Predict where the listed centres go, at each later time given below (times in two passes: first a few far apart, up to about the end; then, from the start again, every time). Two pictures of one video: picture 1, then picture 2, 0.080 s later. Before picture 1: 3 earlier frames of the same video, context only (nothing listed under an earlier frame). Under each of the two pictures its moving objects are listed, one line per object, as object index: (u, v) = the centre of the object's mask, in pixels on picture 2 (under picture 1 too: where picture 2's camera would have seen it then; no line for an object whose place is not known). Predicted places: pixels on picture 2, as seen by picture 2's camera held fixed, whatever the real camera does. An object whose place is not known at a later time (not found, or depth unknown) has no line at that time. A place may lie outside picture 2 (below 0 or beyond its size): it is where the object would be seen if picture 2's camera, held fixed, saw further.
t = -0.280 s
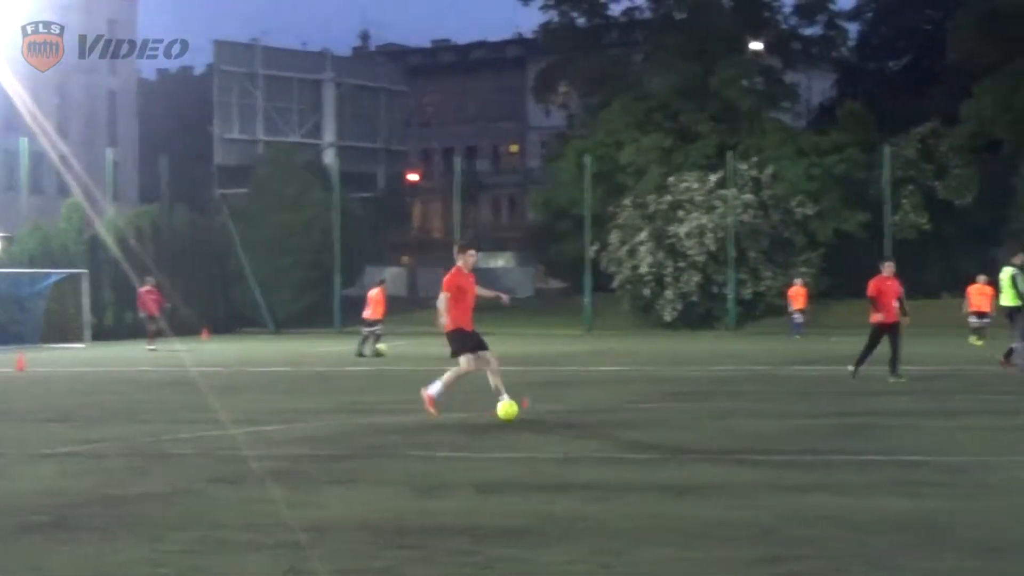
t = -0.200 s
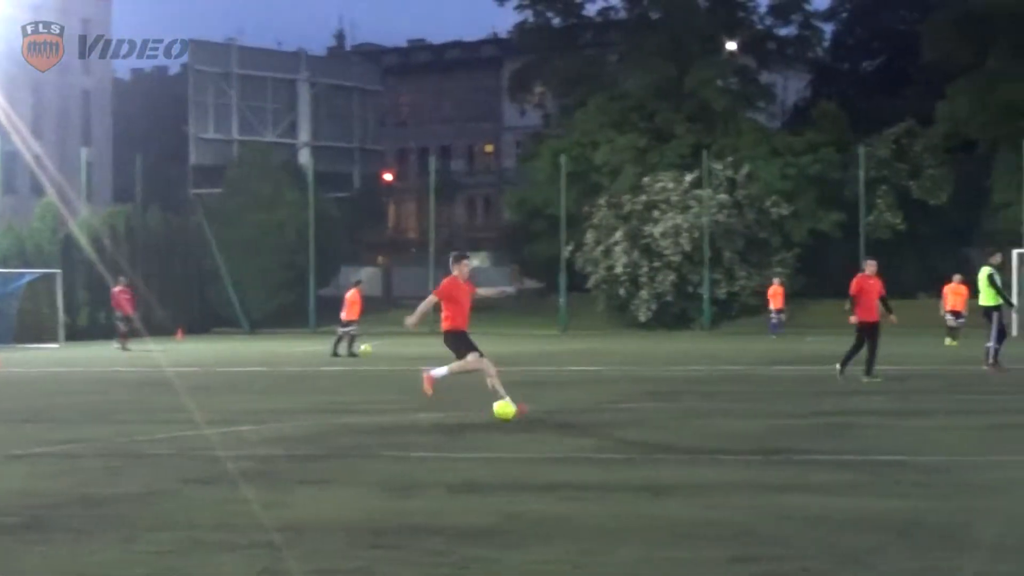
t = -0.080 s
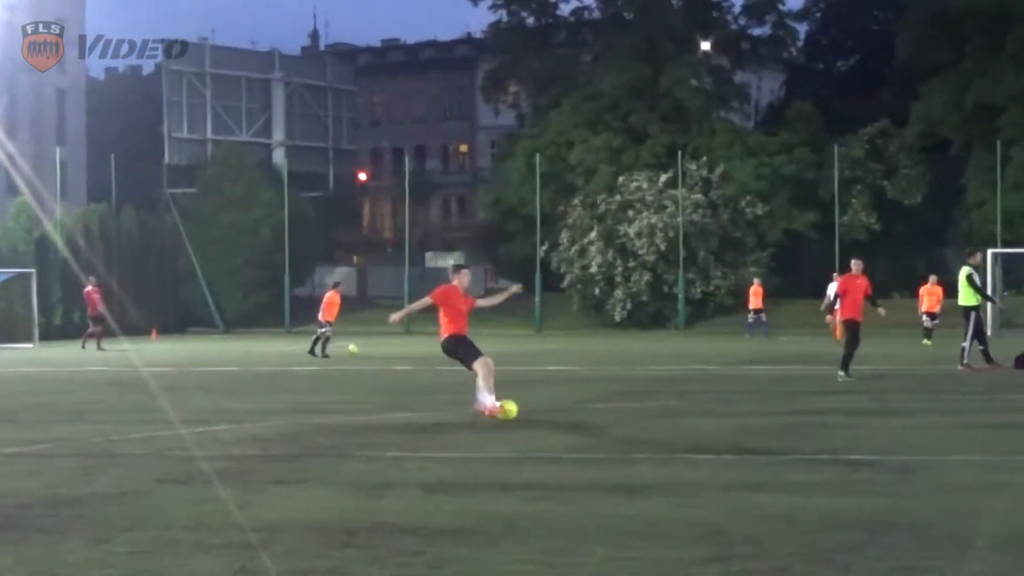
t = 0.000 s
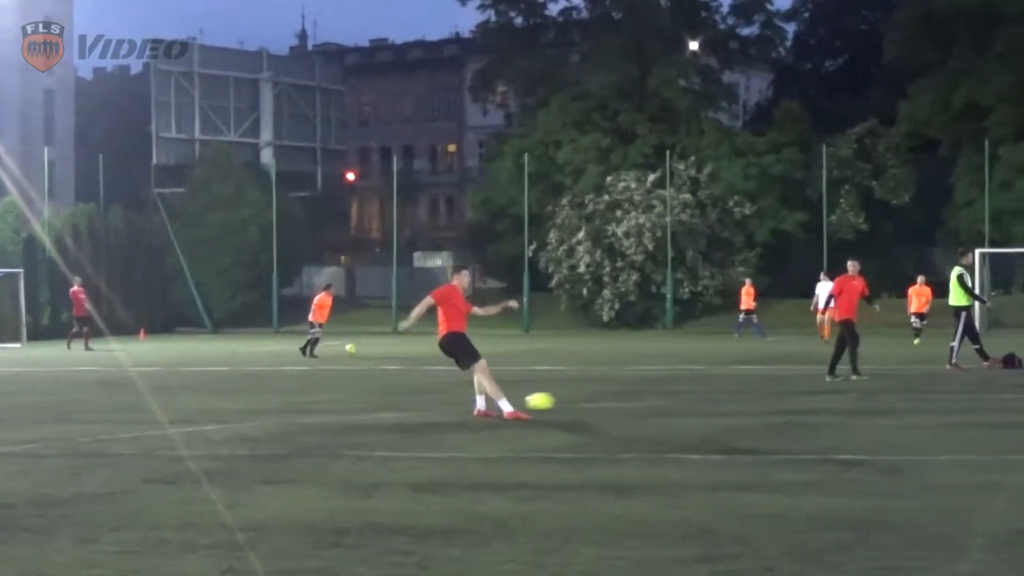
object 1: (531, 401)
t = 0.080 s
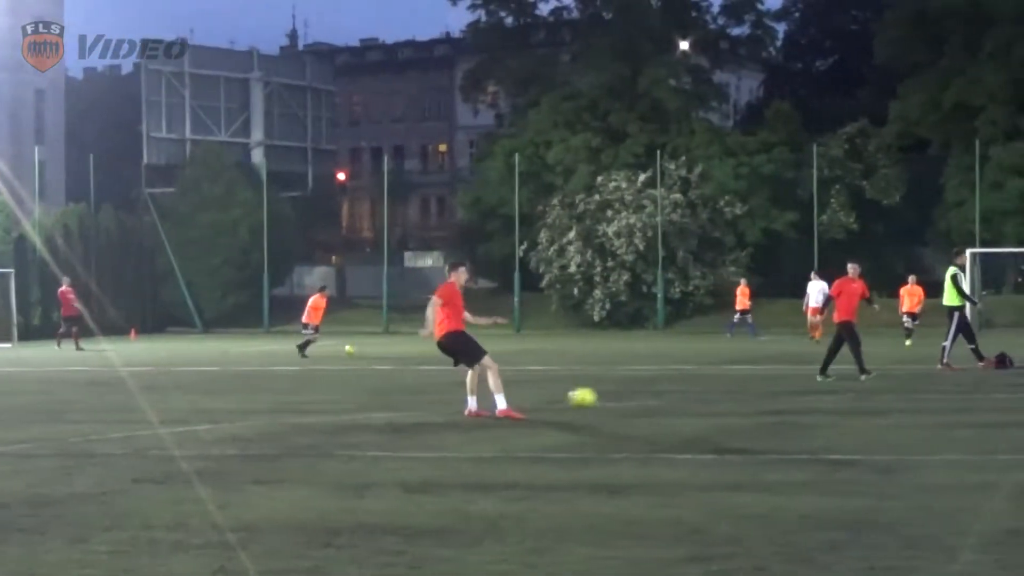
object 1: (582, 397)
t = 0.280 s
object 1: (687, 386)
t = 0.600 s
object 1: (810, 384)
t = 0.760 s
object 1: (855, 380)
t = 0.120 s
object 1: (606, 398)
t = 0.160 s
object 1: (630, 399)
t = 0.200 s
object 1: (649, 394)
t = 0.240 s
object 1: (669, 388)
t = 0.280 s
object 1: (687, 386)
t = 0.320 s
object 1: (706, 386)
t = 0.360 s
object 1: (723, 387)
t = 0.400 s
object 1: (740, 388)
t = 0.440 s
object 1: (756, 389)
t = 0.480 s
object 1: (771, 387)
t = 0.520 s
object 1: (785, 385)
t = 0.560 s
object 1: (798, 386)
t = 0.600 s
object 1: (810, 384)
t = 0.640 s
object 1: (822, 381)
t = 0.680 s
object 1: (834, 379)
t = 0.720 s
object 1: (844, 380)
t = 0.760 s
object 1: (855, 380)
